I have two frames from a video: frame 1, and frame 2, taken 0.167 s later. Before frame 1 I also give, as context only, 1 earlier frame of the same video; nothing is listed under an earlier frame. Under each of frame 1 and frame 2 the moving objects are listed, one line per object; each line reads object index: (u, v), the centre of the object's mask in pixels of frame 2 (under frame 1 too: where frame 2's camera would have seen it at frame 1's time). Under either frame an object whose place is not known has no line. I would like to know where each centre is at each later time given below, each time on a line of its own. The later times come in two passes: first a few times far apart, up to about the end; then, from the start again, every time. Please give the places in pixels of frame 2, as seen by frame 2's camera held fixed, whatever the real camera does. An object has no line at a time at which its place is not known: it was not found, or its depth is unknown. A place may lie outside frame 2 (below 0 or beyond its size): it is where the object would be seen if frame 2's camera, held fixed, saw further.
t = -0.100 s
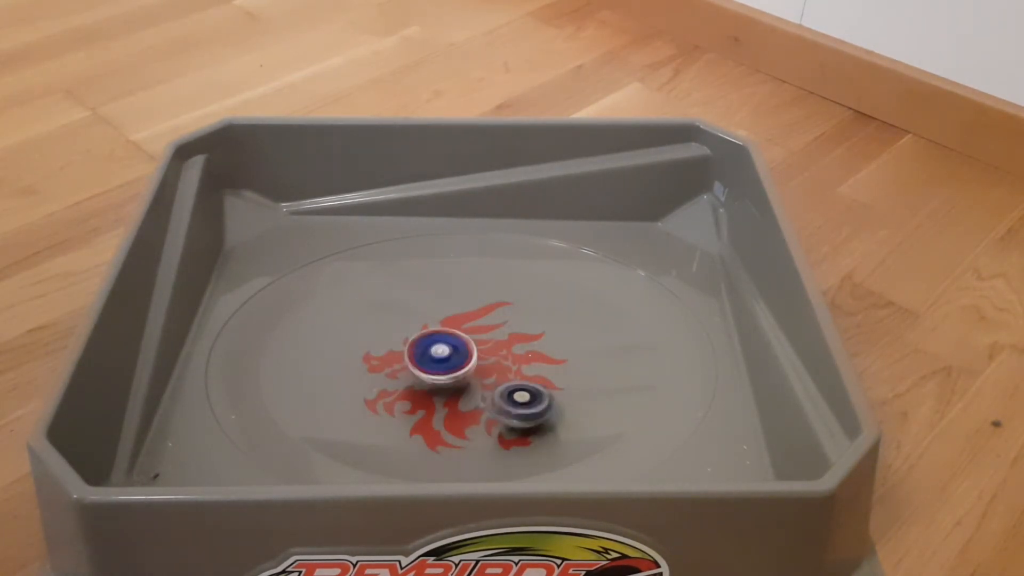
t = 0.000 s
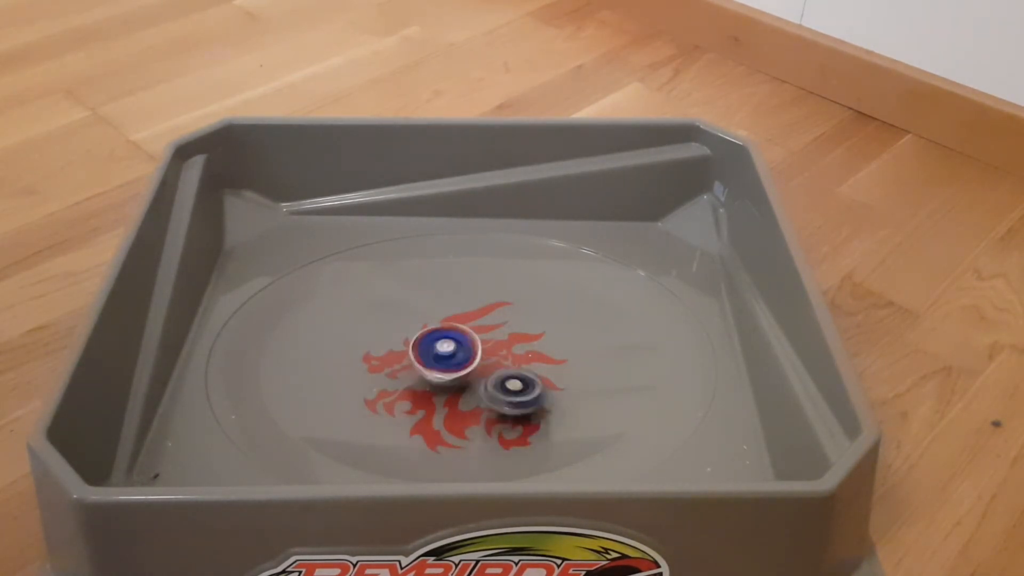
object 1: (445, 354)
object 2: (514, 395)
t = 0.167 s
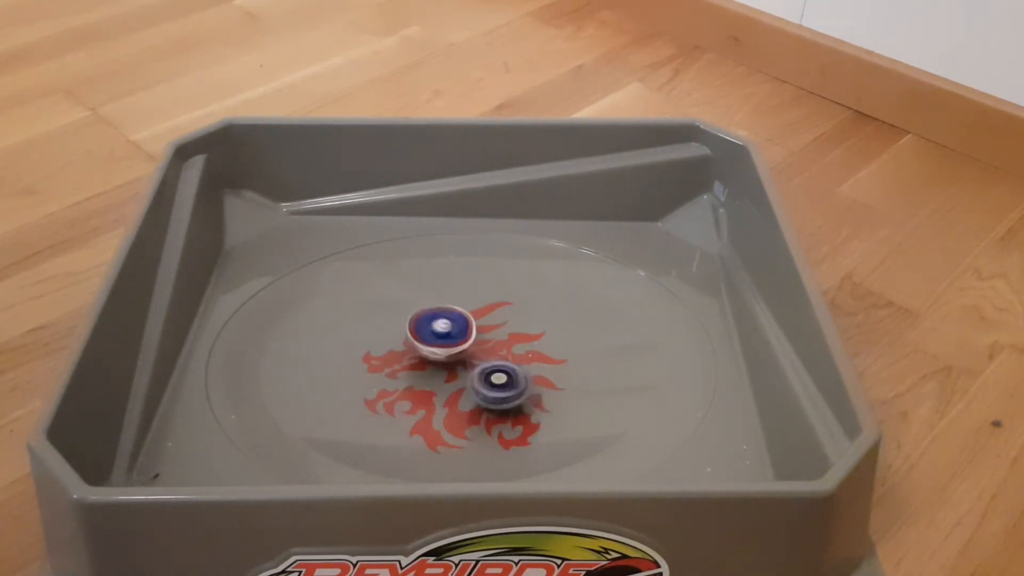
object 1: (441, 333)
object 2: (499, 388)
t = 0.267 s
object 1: (432, 319)
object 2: (490, 388)
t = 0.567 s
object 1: (415, 337)
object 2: (454, 388)
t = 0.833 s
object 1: (451, 319)
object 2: (469, 424)
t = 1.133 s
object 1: (462, 317)
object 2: (485, 395)
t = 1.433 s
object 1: (487, 320)
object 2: (466, 376)
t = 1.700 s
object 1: (499, 321)
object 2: (446, 361)
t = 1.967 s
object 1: (501, 337)
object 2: (425, 354)
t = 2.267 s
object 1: (504, 356)
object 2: (427, 362)
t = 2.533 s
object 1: (525, 365)
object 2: (415, 361)
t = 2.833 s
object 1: (511, 361)
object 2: (417, 367)
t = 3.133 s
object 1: (511, 374)
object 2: (408, 349)
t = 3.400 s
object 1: (519, 371)
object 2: (410, 336)
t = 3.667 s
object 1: (493, 366)
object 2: (439, 334)
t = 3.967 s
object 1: (469, 376)
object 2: (469, 327)
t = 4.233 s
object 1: (464, 380)
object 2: (490, 335)
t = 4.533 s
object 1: (454, 380)
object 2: (511, 348)
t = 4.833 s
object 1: (439, 376)
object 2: (525, 360)
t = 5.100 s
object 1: (437, 369)
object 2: (514, 372)
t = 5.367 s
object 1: (431, 359)
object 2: (496, 384)
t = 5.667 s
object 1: (430, 342)
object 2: (488, 396)
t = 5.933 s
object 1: (435, 349)
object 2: (489, 393)
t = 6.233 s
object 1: (428, 360)
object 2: (489, 395)
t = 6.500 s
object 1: (422, 357)
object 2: (495, 400)
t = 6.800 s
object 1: (423, 357)
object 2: (491, 398)
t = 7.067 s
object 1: (423, 357)
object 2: (499, 386)
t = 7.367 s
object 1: (423, 358)
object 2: (509, 386)
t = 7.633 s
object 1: (423, 358)
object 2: (493, 388)
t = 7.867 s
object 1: (423, 358)
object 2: (490, 397)
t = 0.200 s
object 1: (438, 329)
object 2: (497, 388)
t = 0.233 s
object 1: (435, 324)
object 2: (494, 388)
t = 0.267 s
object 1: (432, 319)
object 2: (490, 388)
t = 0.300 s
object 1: (427, 316)
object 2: (486, 388)
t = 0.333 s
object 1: (423, 315)
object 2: (482, 388)
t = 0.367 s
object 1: (417, 316)
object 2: (476, 387)
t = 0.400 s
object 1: (414, 317)
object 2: (473, 388)
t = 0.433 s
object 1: (410, 321)
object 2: (469, 388)
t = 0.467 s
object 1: (408, 324)
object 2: (465, 389)
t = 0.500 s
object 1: (409, 330)
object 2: (462, 389)
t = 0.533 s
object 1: (410, 334)
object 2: (457, 388)
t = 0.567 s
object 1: (415, 337)
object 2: (454, 388)
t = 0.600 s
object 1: (418, 339)
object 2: (451, 392)
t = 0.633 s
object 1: (423, 336)
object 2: (452, 402)
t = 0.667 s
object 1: (429, 333)
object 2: (453, 412)
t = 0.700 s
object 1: (433, 330)
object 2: (455, 418)
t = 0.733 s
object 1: (439, 328)
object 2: (458, 420)
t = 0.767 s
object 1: (443, 325)
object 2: (462, 422)
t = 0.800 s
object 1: (446, 322)
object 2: (465, 424)
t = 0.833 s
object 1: (451, 319)
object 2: (469, 424)
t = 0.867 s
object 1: (453, 316)
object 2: (474, 426)
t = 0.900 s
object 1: (456, 315)
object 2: (478, 425)
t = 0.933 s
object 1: (457, 314)
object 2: (483, 423)
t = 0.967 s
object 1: (458, 314)
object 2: (488, 420)
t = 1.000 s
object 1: (459, 314)
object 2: (490, 416)
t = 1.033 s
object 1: (458, 314)
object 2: (491, 410)
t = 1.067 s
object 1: (459, 315)
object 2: (489, 407)
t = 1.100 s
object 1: (461, 317)
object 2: (487, 400)
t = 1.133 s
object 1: (462, 317)
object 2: (485, 395)
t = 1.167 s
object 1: (465, 319)
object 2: (482, 391)
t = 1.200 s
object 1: (465, 321)
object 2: (480, 388)
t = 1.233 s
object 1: (468, 322)
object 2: (479, 383)
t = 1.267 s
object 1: (471, 323)
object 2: (476, 382)
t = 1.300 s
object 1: (474, 322)
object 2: (474, 383)
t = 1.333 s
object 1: (478, 321)
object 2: (472, 383)
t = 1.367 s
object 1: (481, 321)
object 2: (471, 382)
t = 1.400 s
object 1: (483, 321)
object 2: (469, 380)
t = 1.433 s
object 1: (487, 320)
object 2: (466, 376)
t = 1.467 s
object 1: (488, 319)
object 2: (464, 374)
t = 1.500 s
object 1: (491, 319)
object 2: (461, 372)
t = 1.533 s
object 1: (494, 319)
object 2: (459, 369)
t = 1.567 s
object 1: (494, 319)
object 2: (456, 367)
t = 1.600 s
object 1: (497, 318)
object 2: (454, 365)
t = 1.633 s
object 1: (498, 320)
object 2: (451, 363)
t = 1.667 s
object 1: (498, 320)
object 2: (449, 362)
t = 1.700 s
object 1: (499, 321)
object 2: (446, 361)
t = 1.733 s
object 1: (498, 323)
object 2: (444, 359)
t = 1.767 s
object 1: (498, 324)
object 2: (440, 357)
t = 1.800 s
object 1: (499, 325)
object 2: (438, 356)
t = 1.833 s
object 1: (498, 328)
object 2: (435, 355)
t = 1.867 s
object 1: (499, 330)
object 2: (432, 355)
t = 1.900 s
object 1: (500, 332)
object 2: (429, 354)
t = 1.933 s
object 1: (500, 335)
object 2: (427, 354)
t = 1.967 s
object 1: (501, 337)
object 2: (425, 354)
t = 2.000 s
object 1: (502, 340)
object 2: (424, 354)
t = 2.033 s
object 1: (502, 342)
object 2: (423, 355)
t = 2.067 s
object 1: (503, 344)
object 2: (422, 355)
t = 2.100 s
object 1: (505, 346)
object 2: (422, 355)
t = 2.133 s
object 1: (505, 348)
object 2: (422, 357)
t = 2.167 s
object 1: (504, 350)
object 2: (423, 360)
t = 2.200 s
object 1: (504, 353)
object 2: (424, 360)
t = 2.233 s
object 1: (503, 354)
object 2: (426, 362)
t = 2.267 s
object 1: (504, 356)
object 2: (427, 362)
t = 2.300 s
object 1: (504, 358)
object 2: (430, 363)
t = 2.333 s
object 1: (504, 360)
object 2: (434, 365)
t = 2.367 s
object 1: (509, 362)
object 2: (430, 363)
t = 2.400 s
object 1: (512, 364)
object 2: (427, 364)
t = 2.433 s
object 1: (514, 365)
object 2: (423, 362)
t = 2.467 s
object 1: (519, 364)
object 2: (421, 362)
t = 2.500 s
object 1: (523, 366)
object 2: (419, 361)
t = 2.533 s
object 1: (525, 365)
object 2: (415, 361)
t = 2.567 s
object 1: (526, 363)
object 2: (413, 360)
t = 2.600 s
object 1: (527, 363)
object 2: (411, 360)
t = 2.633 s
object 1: (527, 361)
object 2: (411, 361)
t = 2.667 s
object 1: (525, 360)
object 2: (409, 362)
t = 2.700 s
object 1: (524, 360)
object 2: (411, 364)
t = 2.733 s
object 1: (520, 360)
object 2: (409, 364)
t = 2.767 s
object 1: (518, 360)
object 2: (411, 365)
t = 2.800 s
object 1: (515, 359)
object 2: (414, 366)
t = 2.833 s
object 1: (511, 361)
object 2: (417, 367)
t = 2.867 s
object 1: (506, 361)
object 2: (422, 367)
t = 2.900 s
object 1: (503, 361)
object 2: (425, 367)
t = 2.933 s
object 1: (499, 362)
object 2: (429, 368)
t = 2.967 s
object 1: (497, 365)
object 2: (426, 365)
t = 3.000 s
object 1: (501, 366)
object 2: (418, 360)
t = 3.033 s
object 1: (504, 369)
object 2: (414, 356)
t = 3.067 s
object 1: (506, 371)
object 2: (412, 353)
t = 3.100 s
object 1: (508, 373)
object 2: (409, 351)
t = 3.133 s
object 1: (511, 374)
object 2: (408, 349)
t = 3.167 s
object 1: (514, 374)
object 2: (407, 347)
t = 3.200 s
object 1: (517, 374)
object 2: (406, 344)
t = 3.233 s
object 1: (517, 375)
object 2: (404, 342)
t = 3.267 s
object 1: (519, 375)
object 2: (404, 340)
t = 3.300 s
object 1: (521, 373)
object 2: (406, 338)
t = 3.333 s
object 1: (522, 372)
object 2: (405, 337)
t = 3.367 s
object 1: (520, 372)
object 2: (407, 335)
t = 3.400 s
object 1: (519, 371)
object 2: (410, 336)
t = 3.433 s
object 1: (519, 369)
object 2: (414, 335)
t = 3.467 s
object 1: (517, 369)
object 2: (416, 335)
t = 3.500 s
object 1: (513, 368)
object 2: (419, 335)
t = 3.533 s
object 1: (510, 367)
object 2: (423, 334)
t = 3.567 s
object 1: (505, 366)
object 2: (426, 333)
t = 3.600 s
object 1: (502, 367)
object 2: (430, 333)
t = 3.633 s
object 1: (497, 367)
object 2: (434, 334)
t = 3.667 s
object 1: (493, 366)
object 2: (439, 334)
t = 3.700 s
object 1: (491, 367)
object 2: (441, 333)
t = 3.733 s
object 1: (489, 368)
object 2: (444, 334)
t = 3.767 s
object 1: (487, 370)
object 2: (449, 332)
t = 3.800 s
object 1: (484, 370)
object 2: (451, 329)
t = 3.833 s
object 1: (482, 371)
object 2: (453, 328)
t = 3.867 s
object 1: (479, 372)
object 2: (459, 328)
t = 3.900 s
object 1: (475, 373)
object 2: (461, 325)
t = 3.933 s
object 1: (471, 375)
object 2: (464, 326)
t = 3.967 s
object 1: (469, 376)
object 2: (469, 327)
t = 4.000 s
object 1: (469, 376)
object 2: (473, 328)
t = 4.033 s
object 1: (468, 379)
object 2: (474, 328)
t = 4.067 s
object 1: (466, 379)
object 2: (478, 328)
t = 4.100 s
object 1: (466, 379)
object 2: (480, 331)
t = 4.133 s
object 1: (466, 380)
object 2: (484, 332)
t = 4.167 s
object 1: (465, 379)
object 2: (486, 331)
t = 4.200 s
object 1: (464, 379)
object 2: (488, 335)
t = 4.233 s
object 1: (464, 380)
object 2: (490, 335)
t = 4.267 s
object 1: (463, 379)
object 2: (494, 336)
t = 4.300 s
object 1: (461, 380)
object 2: (496, 338)
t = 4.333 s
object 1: (462, 380)
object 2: (499, 339)
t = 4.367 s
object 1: (461, 381)
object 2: (501, 342)
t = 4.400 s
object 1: (460, 381)
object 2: (502, 342)
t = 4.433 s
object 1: (459, 380)
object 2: (506, 344)
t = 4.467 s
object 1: (458, 379)
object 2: (505, 346)
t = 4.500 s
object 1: (456, 381)
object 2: (511, 348)
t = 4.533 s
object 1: (454, 380)
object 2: (511, 348)
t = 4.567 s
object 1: (453, 379)
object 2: (513, 348)
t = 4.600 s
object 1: (452, 380)
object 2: (516, 350)
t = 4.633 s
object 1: (450, 379)
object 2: (518, 351)
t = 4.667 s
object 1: (450, 378)
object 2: (520, 353)
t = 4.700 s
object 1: (446, 377)
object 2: (521, 354)
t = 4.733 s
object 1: (443, 377)
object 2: (523, 355)
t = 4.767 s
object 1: (442, 376)
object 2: (524, 358)
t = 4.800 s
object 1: (440, 375)
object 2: (523, 358)
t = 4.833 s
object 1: (439, 376)
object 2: (525, 360)
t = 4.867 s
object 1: (438, 375)
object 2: (523, 362)
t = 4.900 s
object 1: (436, 375)
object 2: (523, 365)
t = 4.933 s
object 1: (437, 374)
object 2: (523, 366)
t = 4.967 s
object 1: (436, 373)
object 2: (523, 368)
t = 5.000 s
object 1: (437, 374)
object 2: (521, 369)
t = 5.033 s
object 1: (437, 372)
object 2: (519, 371)
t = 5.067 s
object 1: (437, 371)
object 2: (518, 371)
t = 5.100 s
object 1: (437, 369)
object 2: (514, 372)
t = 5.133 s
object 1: (437, 368)
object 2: (510, 375)
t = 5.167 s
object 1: (438, 366)
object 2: (510, 376)
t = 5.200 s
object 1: (436, 366)
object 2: (506, 377)
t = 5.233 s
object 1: (434, 365)
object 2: (506, 378)
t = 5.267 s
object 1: (434, 363)
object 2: (503, 380)
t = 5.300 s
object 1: (434, 362)
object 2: (501, 381)
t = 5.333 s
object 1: (433, 361)
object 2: (499, 383)
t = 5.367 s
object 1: (431, 359)
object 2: (496, 384)
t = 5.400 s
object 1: (429, 356)
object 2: (493, 385)
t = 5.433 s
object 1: (429, 356)
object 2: (493, 385)
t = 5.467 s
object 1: (429, 355)
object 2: (491, 385)
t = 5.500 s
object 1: (428, 354)
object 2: (490, 388)
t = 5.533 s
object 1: (427, 350)
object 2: (490, 391)
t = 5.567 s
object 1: (427, 347)
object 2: (489, 395)
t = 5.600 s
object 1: (427, 344)
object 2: (488, 396)
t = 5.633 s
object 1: (428, 343)
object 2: (487, 395)
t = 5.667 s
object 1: (430, 342)
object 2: (488, 396)
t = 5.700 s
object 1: (434, 343)
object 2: (489, 394)
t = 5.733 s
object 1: (438, 346)
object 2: (490, 393)
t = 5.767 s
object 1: (440, 345)
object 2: (490, 392)
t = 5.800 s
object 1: (441, 346)
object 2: (490, 391)
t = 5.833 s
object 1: (439, 347)
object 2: (491, 391)
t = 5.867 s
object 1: (437, 348)
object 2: (492, 393)
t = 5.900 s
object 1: (435, 348)
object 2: (489, 392)
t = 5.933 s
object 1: (435, 349)
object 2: (489, 393)
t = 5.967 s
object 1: (434, 349)
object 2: (487, 394)
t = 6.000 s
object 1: (433, 348)
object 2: (487, 395)
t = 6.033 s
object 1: (434, 353)
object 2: (487, 394)
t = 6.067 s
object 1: (432, 355)
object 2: (487, 395)
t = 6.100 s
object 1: (431, 358)
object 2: (487, 394)
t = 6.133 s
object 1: (431, 360)
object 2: (487, 395)
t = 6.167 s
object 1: (431, 360)
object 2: (488, 395)
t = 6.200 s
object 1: (430, 360)
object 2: (489, 395)
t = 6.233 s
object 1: (428, 360)
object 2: (489, 395)
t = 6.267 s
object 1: (426, 360)
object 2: (490, 395)
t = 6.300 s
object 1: (425, 360)
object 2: (490, 396)
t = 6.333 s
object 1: (425, 359)
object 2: (490, 396)
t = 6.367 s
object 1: (424, 358)
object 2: (490, 397)
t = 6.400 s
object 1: (424, 357)
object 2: (492, 399)
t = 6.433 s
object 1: (423, 357)
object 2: (492, 399)
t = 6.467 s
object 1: (422, 357)
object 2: (493, 399)
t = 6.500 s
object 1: (422, 357)
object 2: (495, 400)
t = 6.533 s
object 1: (422, 357)
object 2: (496, 400)
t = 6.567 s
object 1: (423, 357)
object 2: (497, 400)
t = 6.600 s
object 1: (423, 357)
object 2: (498, 401)
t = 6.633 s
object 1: (423, 358)
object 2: (498, 401)
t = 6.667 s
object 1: (423, 358)
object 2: (497, 401)
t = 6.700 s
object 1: (423, 357)
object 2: (495, 400)
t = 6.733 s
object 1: (423, 357)
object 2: (493, 399)
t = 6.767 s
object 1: (423, 357)
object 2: (492, 399)
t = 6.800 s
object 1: (423, 357)
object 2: (491, 398)
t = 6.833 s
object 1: (423, 358)
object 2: (490, 396)
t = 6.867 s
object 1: (423, 358)
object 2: (489, 394)
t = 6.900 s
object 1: (423, 358)
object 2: (490, 393)
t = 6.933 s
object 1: (423, 357)
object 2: (491, 391)
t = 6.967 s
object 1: (423, 358)
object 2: (493, 389)
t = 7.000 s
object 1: (423, 358)
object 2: (494, 388)
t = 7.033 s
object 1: (423, 357)
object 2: (496, 387)
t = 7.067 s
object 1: (423, 357)
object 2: (499, 386)
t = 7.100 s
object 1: (423, 358)
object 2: (502, 385)
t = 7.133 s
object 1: (423, 358)
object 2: (504, 385)
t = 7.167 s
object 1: (423, 357)
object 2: (506, 385)
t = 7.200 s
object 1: (423, 358)
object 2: (508, 385)
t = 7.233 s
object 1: (423, 358)
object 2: (509, 386)
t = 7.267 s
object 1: (423, 358)
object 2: (509, 386)
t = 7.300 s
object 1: (423, 358)
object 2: (509, 386)
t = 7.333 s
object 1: (423, 358)
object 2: (509, 386)
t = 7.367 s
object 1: (423, 358)
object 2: (509, 386)
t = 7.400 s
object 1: (423, 358)
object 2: (508, 385)
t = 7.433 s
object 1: (423, 358)
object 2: (507, 385)
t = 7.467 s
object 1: (423, 358)
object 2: (506, 385)
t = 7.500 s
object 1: (423, 358)
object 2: (503, 386)
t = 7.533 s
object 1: (423, 358)
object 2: (501, 386)
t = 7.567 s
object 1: (423, 358)
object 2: (498, 387)
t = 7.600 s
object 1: (423, 358)
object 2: (496, 387)
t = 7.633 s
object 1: (423, 358)
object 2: (493, 388)
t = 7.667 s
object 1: (423, 358)
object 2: (492, 389)
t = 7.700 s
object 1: (423, 358)
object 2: (491, 390)
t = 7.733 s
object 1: (423, 358)
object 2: (489, 391)
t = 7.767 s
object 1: (423, 358)
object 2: (490, 393)
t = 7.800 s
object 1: (423, 358)
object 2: (489, 396)
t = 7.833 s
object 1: (423, 358)
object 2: (490, 396)
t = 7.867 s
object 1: (423, 358)
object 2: (490, 397)
